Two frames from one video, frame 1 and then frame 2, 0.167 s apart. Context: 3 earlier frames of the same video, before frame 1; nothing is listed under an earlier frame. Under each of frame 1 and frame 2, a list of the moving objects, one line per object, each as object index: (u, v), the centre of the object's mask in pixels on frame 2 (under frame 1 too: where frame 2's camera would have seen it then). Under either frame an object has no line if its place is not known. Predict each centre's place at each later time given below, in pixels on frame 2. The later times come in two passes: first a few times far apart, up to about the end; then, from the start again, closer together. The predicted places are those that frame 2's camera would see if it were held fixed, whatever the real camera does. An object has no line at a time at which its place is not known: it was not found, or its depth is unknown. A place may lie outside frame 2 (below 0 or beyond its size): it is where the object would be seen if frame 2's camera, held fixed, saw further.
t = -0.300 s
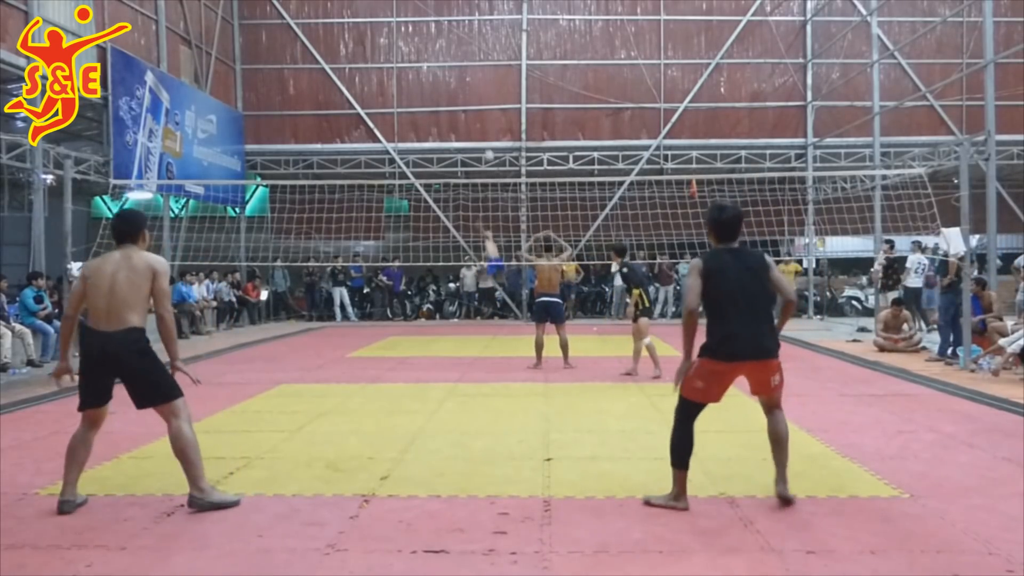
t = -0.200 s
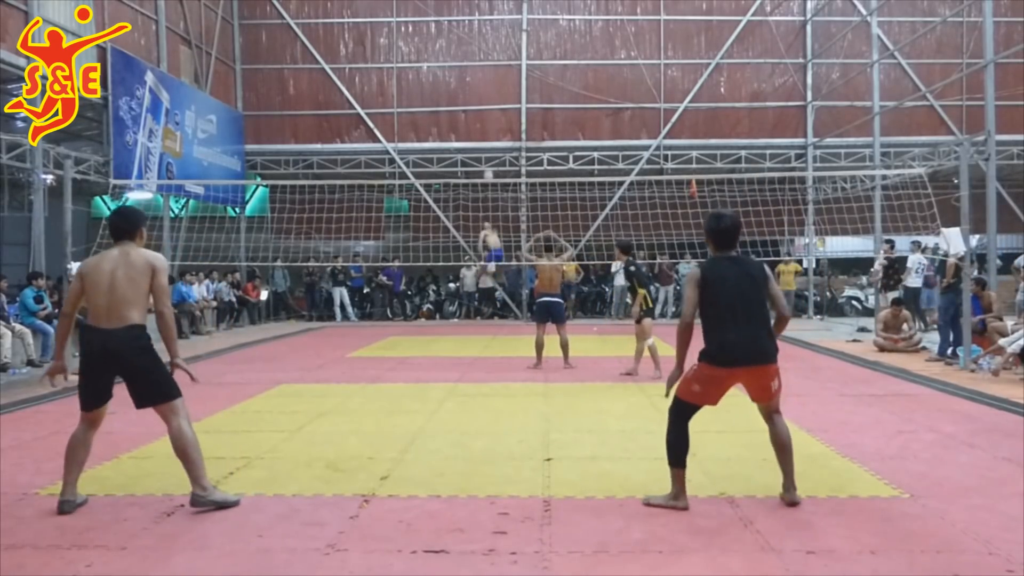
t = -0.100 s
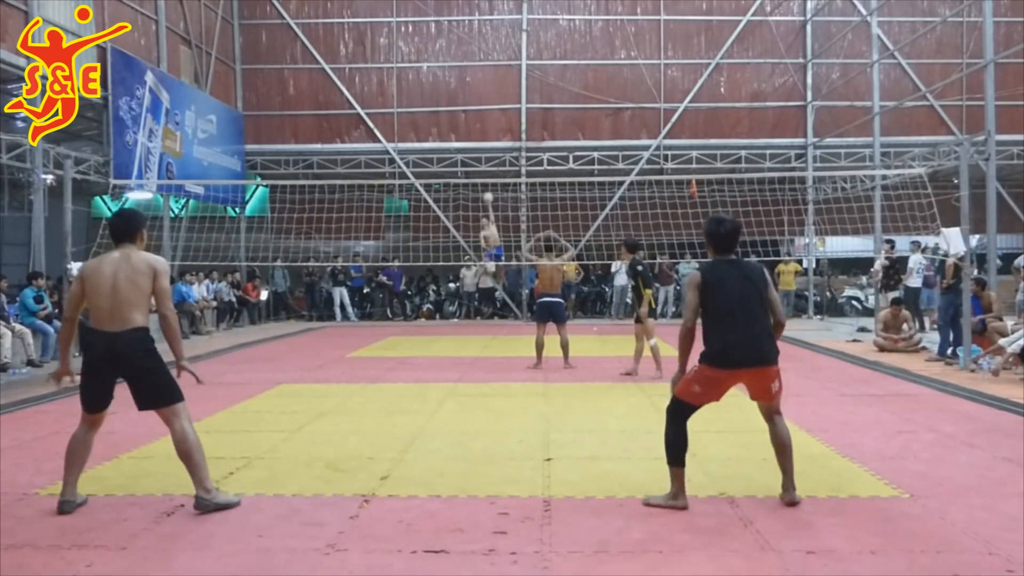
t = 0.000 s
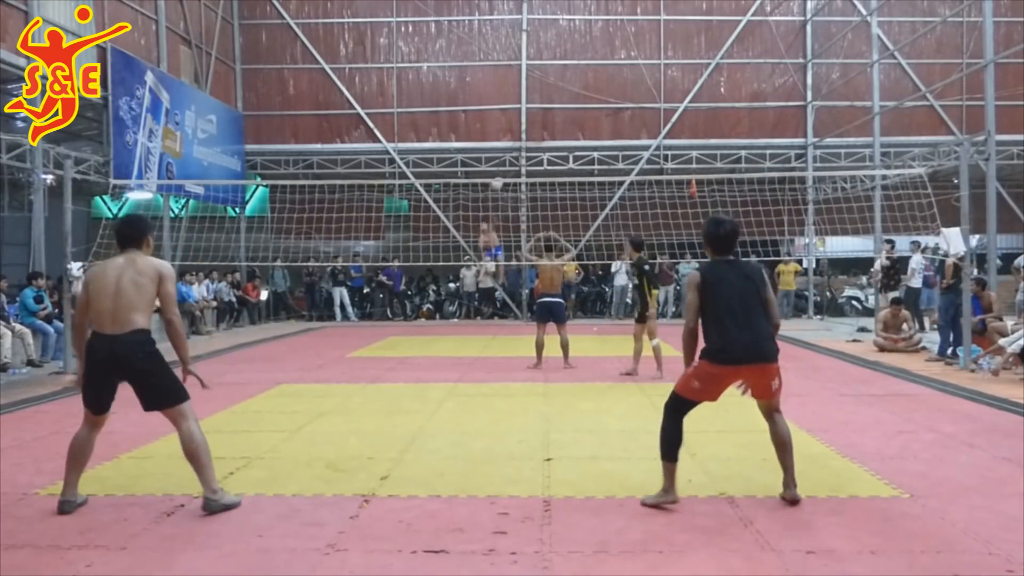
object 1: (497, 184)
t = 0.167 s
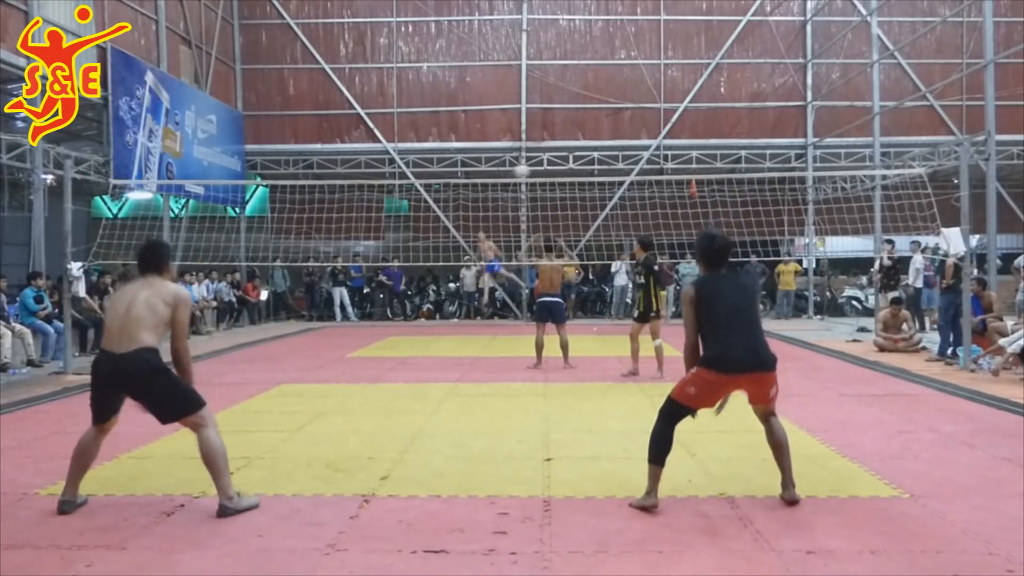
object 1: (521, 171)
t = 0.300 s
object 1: (553, 183)
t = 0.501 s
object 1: (565, 227)
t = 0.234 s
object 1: (536, 172)
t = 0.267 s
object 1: (544, 178)
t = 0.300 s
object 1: (553, 183)
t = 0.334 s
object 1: (558, 192)
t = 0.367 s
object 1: (562, 204)
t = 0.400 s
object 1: (563, 213)
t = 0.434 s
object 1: (564, 220)
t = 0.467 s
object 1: (564, 225)
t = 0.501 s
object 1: (565, 227)
